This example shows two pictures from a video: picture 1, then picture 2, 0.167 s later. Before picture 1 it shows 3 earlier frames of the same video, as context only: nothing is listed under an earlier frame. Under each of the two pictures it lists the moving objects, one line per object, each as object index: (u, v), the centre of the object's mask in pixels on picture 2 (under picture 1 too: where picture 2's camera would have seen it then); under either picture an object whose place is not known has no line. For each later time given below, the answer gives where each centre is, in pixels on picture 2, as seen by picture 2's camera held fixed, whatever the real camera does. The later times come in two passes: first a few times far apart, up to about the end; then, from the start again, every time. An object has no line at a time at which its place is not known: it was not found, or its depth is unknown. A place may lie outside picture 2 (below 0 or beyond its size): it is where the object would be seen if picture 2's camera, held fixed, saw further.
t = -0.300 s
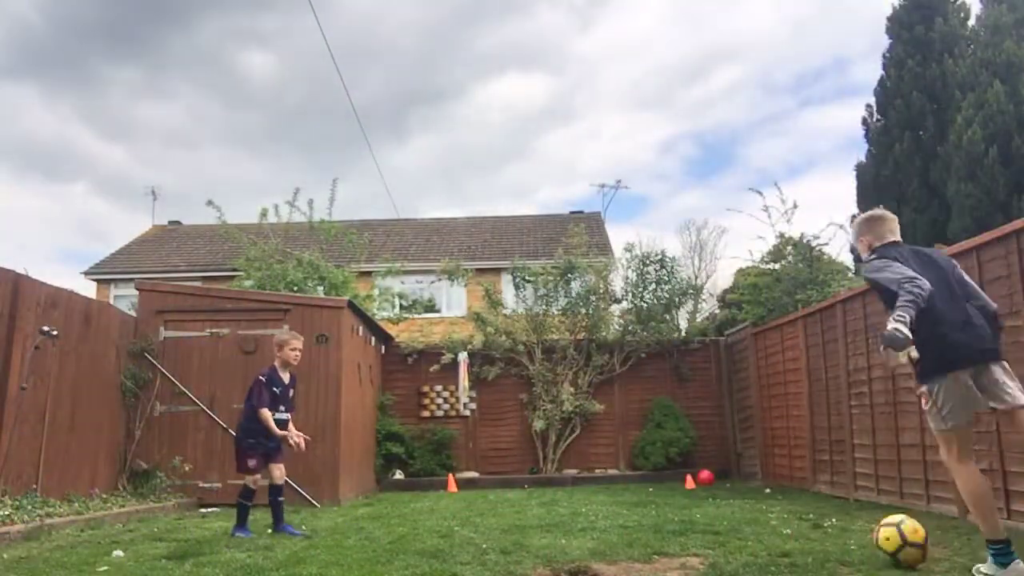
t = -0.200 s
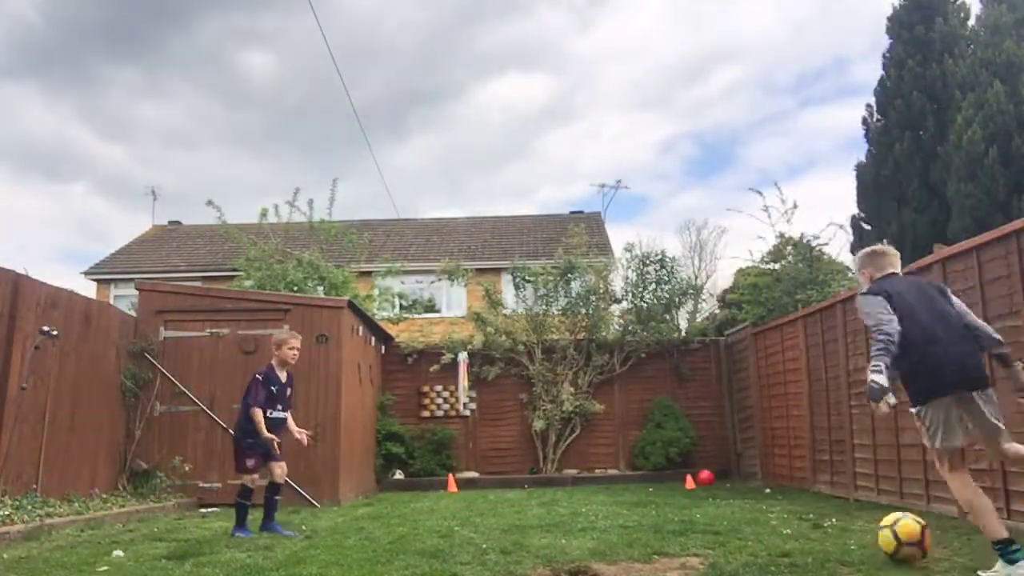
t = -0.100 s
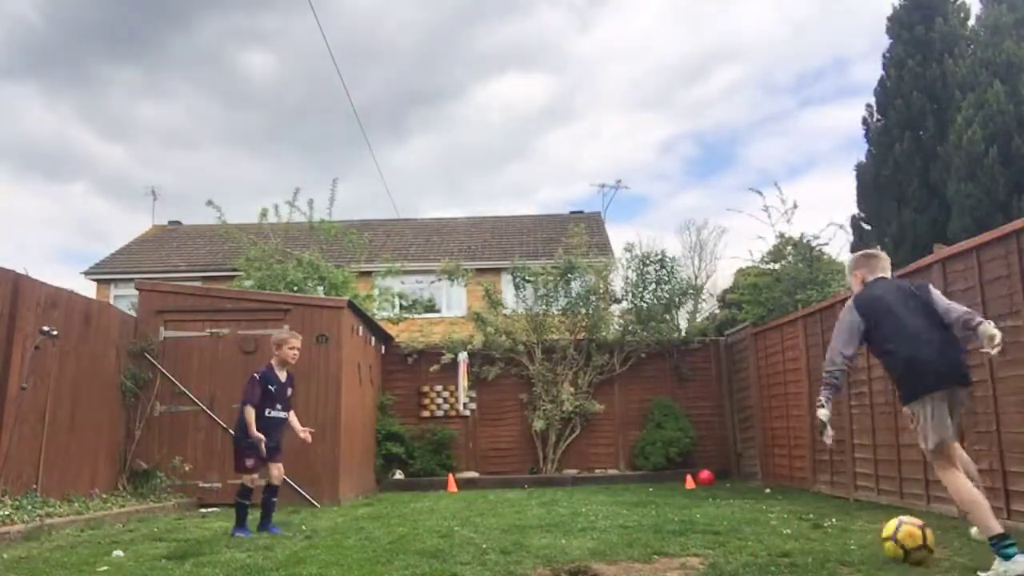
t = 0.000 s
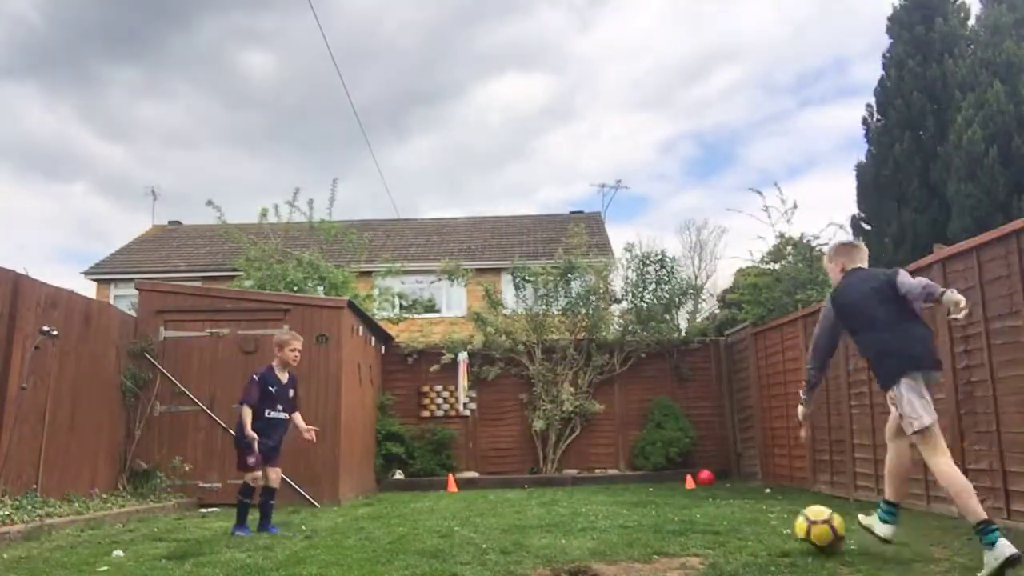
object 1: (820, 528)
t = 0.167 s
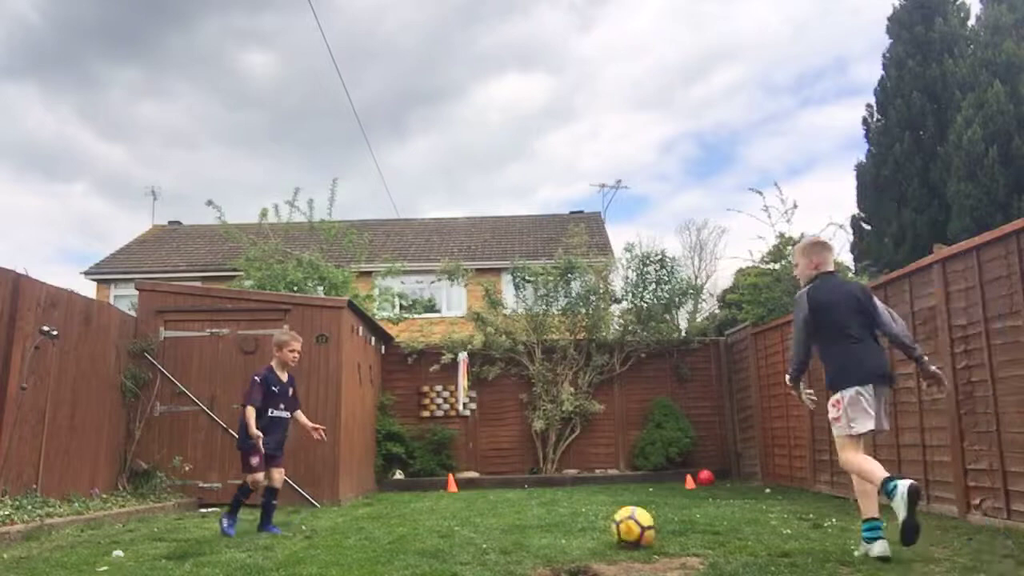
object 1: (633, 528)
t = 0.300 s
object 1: (527, 525)
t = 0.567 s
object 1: (356, 525)
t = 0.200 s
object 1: (605, 525)
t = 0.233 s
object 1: (578, 523)
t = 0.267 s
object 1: (552, 523)
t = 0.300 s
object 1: (527, 525)
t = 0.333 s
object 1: (504, 525)
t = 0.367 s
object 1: (482, 522)
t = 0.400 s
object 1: (460, 519)
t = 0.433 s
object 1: (439, 521)
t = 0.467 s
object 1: (417, 523)
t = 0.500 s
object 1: (397, 524)
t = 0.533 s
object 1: (377, 525)
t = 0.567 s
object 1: (356, 525)
